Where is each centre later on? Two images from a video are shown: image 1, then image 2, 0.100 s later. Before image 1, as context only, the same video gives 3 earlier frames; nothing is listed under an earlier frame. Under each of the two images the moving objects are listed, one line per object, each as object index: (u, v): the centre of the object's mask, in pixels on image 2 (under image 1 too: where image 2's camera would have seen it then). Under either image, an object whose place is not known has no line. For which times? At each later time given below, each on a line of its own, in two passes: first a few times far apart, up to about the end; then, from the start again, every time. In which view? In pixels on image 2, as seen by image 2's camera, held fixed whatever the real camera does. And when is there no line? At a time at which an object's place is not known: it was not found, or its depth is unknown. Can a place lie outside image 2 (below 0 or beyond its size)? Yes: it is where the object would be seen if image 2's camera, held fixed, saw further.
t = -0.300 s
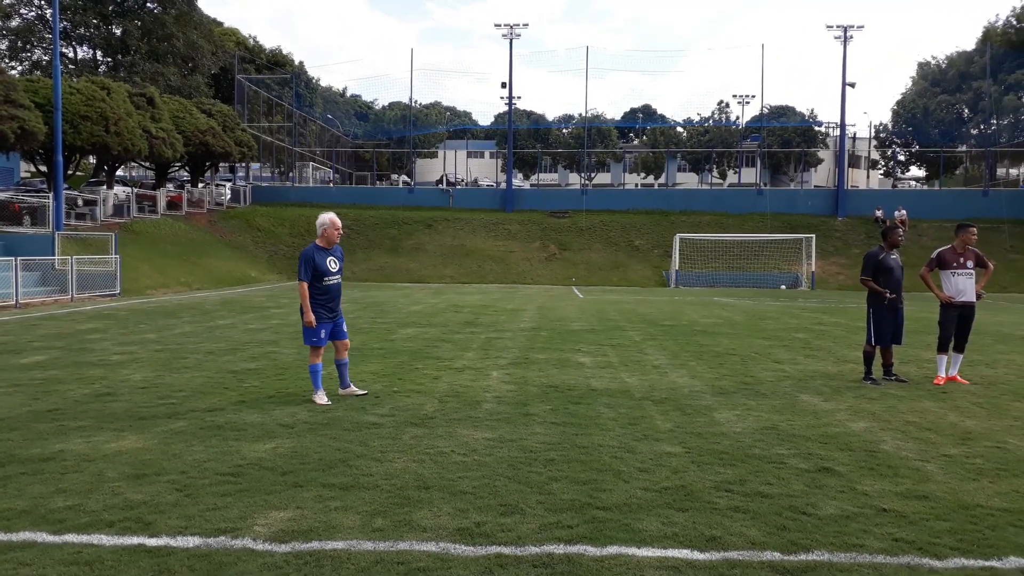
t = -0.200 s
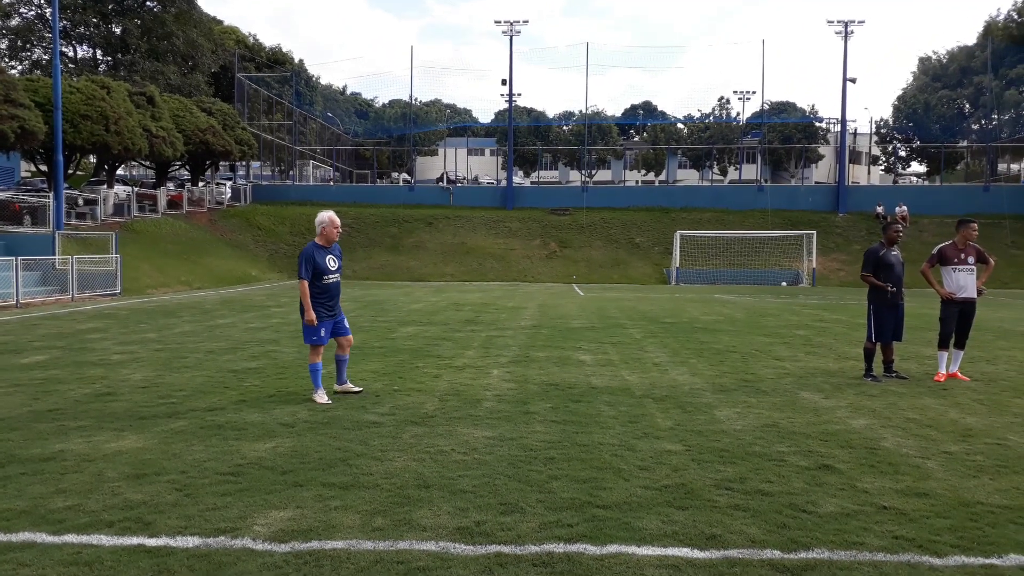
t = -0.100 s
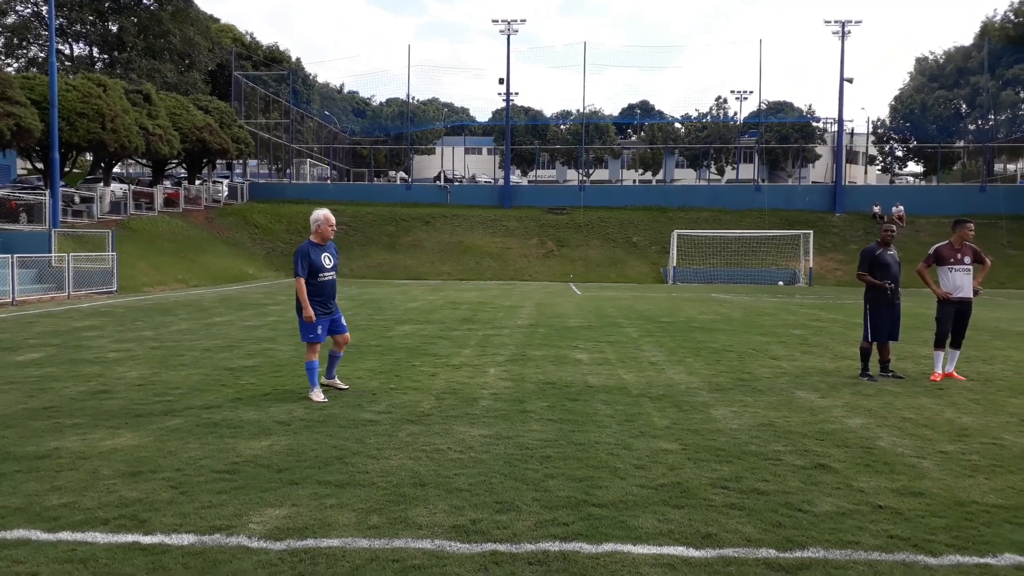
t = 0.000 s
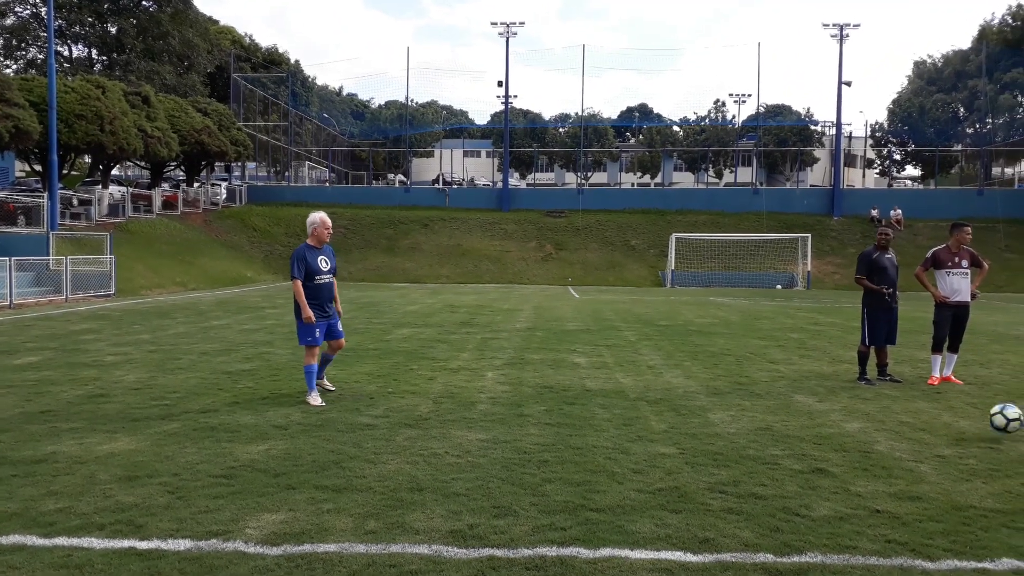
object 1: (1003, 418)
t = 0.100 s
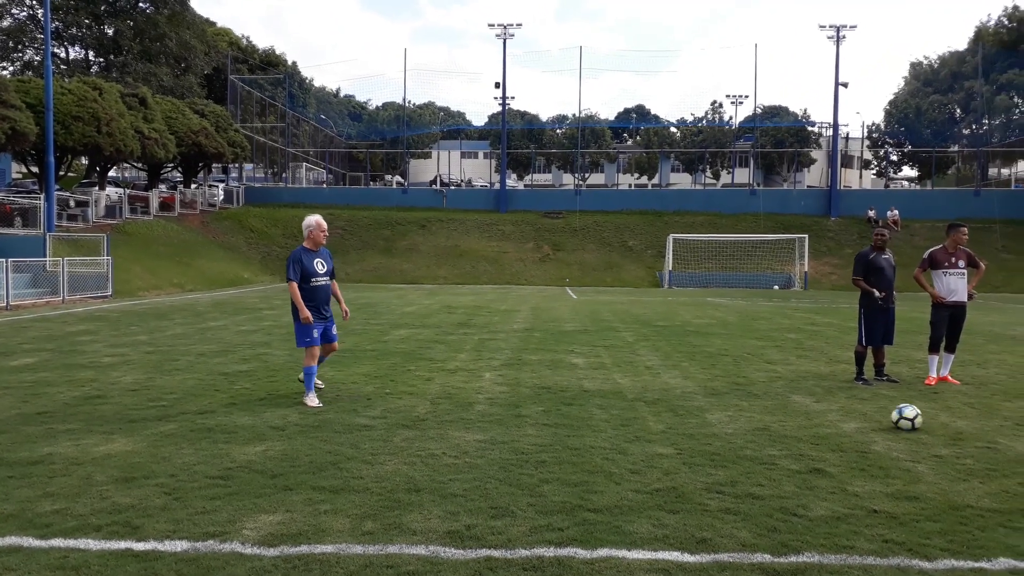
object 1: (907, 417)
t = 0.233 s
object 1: (826, 398)
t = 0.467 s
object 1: (712, 391)
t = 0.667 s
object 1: (644, 391)
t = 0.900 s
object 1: (575, 381)
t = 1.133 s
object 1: (520, 375)
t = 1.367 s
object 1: (471, 371)
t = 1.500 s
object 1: (446, 370)
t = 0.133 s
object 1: (884, 412)
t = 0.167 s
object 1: (865, 406)
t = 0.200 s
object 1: (845, 401)
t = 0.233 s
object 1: (826, 398)
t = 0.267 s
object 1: (807, 396)
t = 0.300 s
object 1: (789, 395)
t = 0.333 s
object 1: (771, 396)
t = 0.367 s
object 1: (753, 398)
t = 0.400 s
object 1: (736, 398)
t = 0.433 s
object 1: (724, 395)
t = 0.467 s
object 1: (712, 391)
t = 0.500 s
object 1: (701, 389)
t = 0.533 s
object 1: (689, 387)
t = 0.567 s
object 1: (678, 387)
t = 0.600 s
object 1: (667, 387)
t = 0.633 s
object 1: (655, 390)
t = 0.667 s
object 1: (644, 391)
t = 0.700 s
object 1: (634, 388)
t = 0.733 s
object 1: (624, 386)
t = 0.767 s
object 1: (614, 385)
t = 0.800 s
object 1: (604, 385)
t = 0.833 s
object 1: (593, 385)
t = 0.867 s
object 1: (583, 384)
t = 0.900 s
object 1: (575, 381)
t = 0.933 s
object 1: (567, 378)
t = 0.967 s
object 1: (559, 377)
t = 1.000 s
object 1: (550, 376)
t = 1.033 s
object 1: (543, 376)
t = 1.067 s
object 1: (534, 378)
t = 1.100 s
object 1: (526, 378)
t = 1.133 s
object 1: (520, 375)
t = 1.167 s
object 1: (512, 374)
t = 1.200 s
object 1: (505, 373)
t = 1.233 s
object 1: (498, 373)
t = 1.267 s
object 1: (491, 374)
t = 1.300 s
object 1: (484, 373)
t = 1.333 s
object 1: (478, 371)
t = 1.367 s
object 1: (471, 371)
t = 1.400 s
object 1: (466, 370)
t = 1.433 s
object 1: (459, 370)
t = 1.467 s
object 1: (453, 370)
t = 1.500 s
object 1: (446, 370)
